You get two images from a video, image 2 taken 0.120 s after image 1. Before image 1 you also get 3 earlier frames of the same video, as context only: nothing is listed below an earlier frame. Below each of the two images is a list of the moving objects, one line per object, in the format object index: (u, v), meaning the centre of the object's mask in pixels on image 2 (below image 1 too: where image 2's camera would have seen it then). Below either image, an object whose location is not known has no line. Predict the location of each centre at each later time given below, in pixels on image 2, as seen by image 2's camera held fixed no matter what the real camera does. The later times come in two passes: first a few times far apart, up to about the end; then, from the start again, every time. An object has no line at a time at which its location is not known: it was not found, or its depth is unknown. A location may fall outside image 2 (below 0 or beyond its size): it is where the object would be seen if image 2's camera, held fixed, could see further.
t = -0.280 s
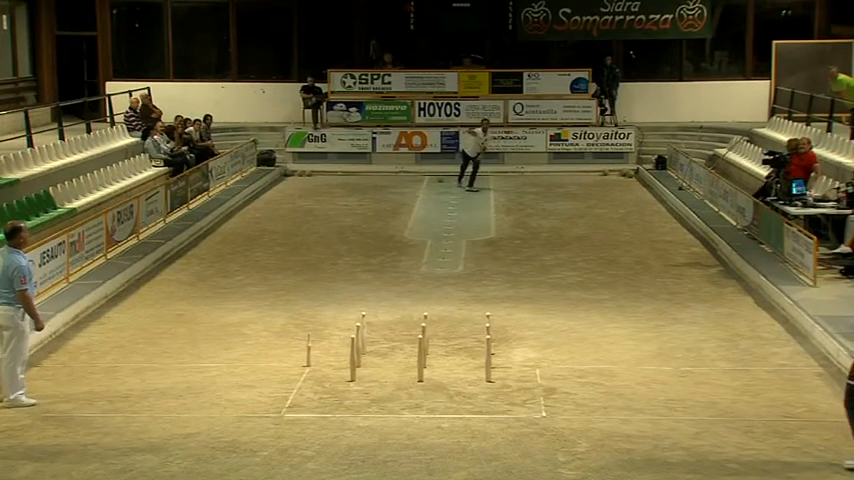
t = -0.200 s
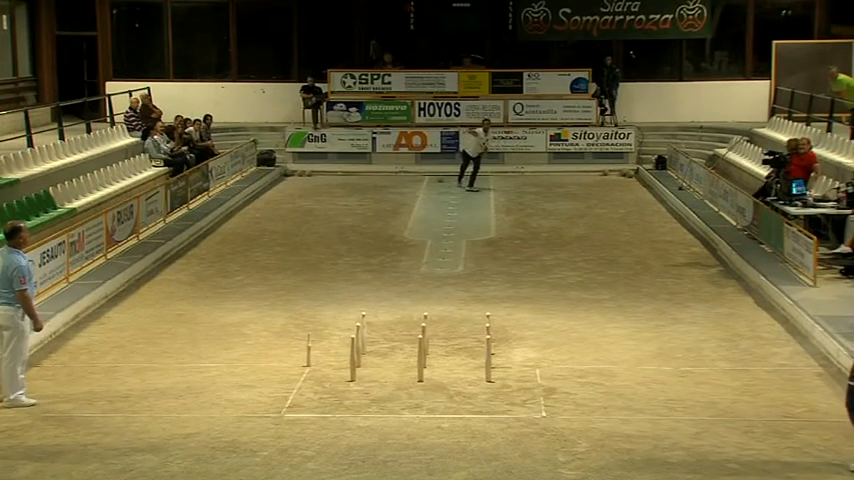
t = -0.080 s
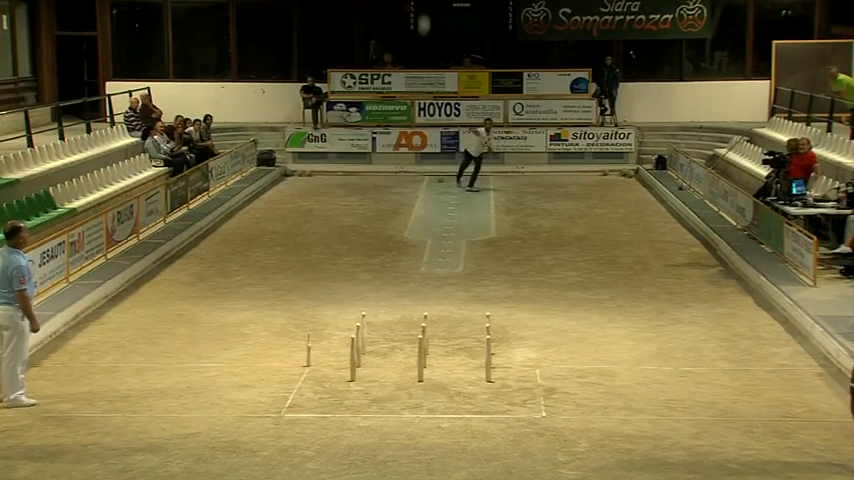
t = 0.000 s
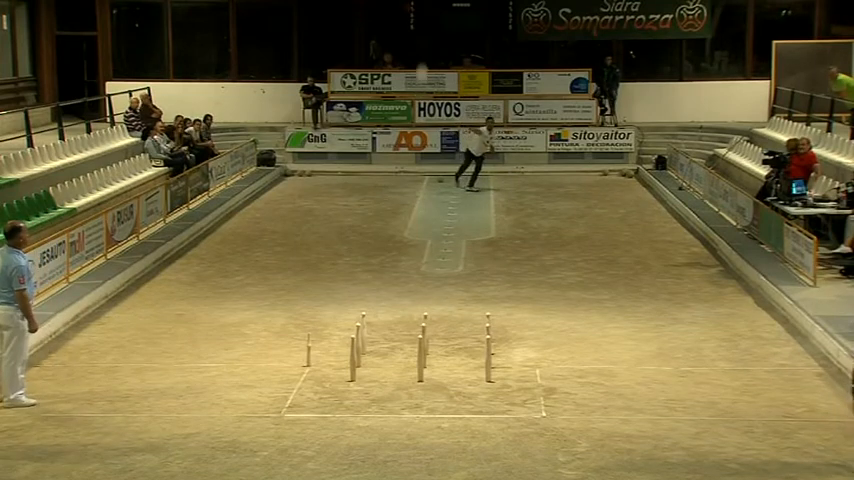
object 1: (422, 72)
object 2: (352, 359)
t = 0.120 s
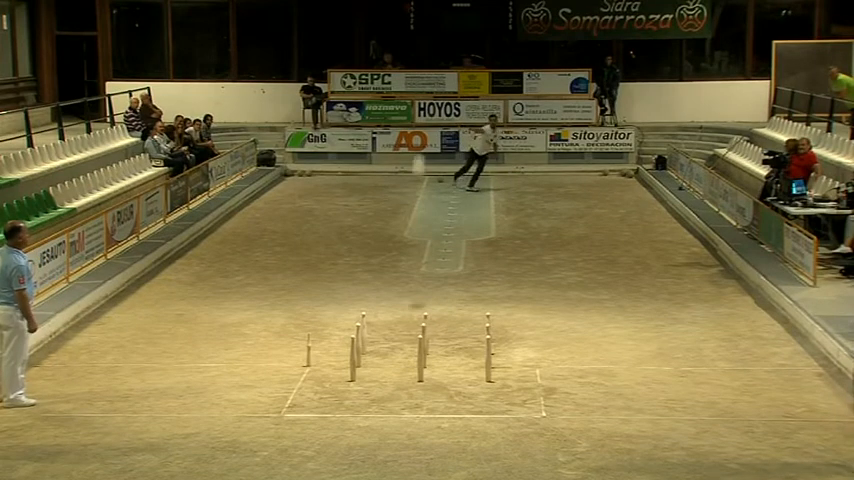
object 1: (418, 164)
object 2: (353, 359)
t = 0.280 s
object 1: (412, 343)
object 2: (353, 359)
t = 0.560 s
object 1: (371, 345)
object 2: (353, 359)
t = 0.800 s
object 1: (340, 378)
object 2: (336, 371)
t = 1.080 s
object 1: (310, 393)
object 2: (295, 422)
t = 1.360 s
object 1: (280, 407)
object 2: (272, 444)
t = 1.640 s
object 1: (253, 421)
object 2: (251, 457)
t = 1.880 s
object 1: (228, 433)
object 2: (232, 464)
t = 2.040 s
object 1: (210, 442)
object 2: (222, 467)
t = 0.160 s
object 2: (353, 359)
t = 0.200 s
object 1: (416, 235)
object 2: (353, 359)
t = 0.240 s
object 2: (353, 359)
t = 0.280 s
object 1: (412, 343)
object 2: (353, 359)
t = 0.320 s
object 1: (410, 342)
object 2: (353, 359)
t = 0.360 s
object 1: (404, 338)
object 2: (353, 359)
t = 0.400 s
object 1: (397, 337)
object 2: (353, 359)
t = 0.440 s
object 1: (391, 337)
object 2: (353, 359)
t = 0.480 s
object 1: (385, 337)
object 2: (353, 359)
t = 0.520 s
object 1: (378, 341)
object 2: (353, 359)
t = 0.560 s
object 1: (371, 345)
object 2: (353, 359)
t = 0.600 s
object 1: (365, 351)
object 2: (352, 359)
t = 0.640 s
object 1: (360, 359)
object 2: (352, 360)
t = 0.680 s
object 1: (355, 367)
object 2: (349, 359)
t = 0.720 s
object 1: (349, 376)
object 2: (344, 362)
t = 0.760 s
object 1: (345, 376)
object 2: (338, 363)
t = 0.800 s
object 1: (340, 378)
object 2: (336, 371)
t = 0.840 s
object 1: (335, 380)
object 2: (328, 372)
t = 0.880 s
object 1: (332, 383)
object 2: (322, 378)
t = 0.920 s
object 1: (327, 384)
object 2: (316, 387)
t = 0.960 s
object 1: (322, 387)
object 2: (310, 399)
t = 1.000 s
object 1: (318, 389)
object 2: (306, 411)
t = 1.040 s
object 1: (314, 391)
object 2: (300, 418)
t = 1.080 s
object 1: (310, 393)
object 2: (295, 422)
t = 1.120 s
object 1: (306, 394)
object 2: (292, 425)
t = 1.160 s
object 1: (302, 397)
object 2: (288, 429)
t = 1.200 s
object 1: (297, 399)
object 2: (284, 434)
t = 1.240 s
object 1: (294, 400)
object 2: (281, 436)
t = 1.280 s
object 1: (289, 403)
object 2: (278, 439)
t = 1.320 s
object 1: (285, 405)
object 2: (275, 442)
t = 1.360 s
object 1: (280, 407)
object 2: (272, 444)
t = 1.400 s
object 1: (277, 409)
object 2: (269, 447)
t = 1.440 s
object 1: (272, 411)
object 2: (266, 449)
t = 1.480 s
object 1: (269, 413)
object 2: (263, 451)
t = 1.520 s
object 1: (265, 416)
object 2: (261, 453)
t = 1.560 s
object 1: (261, 417)
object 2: (258, 455)
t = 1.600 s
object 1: (257, 419)
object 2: (255, 456)
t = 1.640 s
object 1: (253, 421)
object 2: (251, 457)
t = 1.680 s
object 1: (248, 423)
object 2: (248, 459)
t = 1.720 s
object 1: (244, 425)
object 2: (245, 460)
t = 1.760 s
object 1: (240, 427)
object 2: (242, 461)
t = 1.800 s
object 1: (236, 430)
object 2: (238, 462)
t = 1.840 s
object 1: (232, 431)
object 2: (234, 462)
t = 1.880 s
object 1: (228, 433)
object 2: (232, 464)
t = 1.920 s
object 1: (223, 436)
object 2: (228, 464)
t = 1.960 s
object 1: (219, 438)
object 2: (225, 465)
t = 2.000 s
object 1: (214, 440)
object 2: (224, 466)
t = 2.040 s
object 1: (210, 442)
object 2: (222, 467)
